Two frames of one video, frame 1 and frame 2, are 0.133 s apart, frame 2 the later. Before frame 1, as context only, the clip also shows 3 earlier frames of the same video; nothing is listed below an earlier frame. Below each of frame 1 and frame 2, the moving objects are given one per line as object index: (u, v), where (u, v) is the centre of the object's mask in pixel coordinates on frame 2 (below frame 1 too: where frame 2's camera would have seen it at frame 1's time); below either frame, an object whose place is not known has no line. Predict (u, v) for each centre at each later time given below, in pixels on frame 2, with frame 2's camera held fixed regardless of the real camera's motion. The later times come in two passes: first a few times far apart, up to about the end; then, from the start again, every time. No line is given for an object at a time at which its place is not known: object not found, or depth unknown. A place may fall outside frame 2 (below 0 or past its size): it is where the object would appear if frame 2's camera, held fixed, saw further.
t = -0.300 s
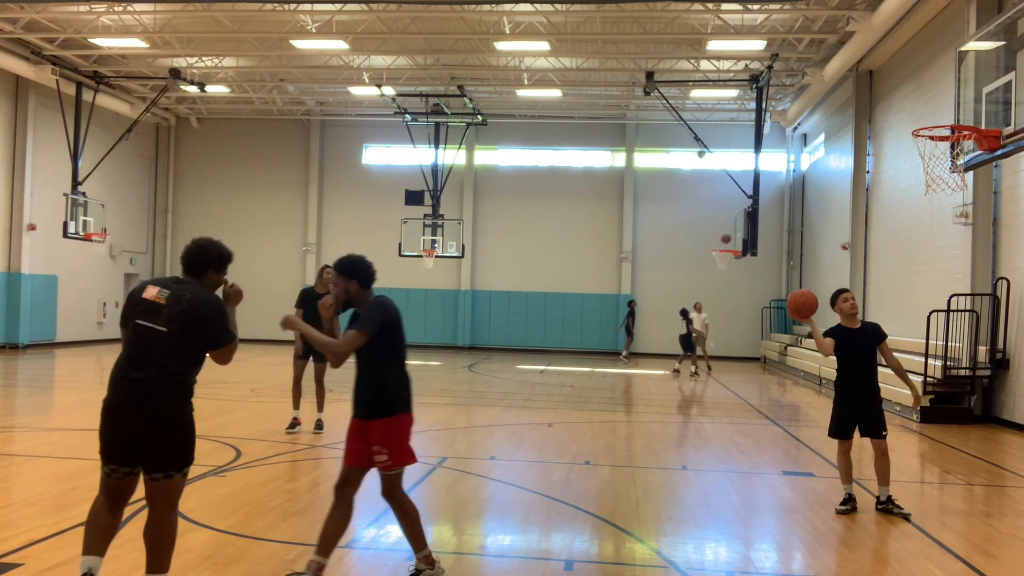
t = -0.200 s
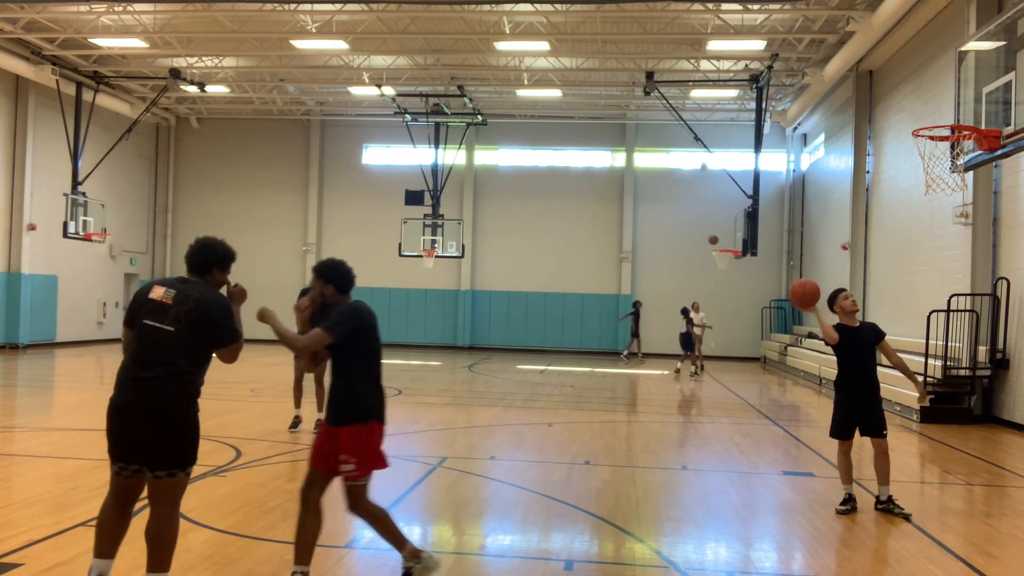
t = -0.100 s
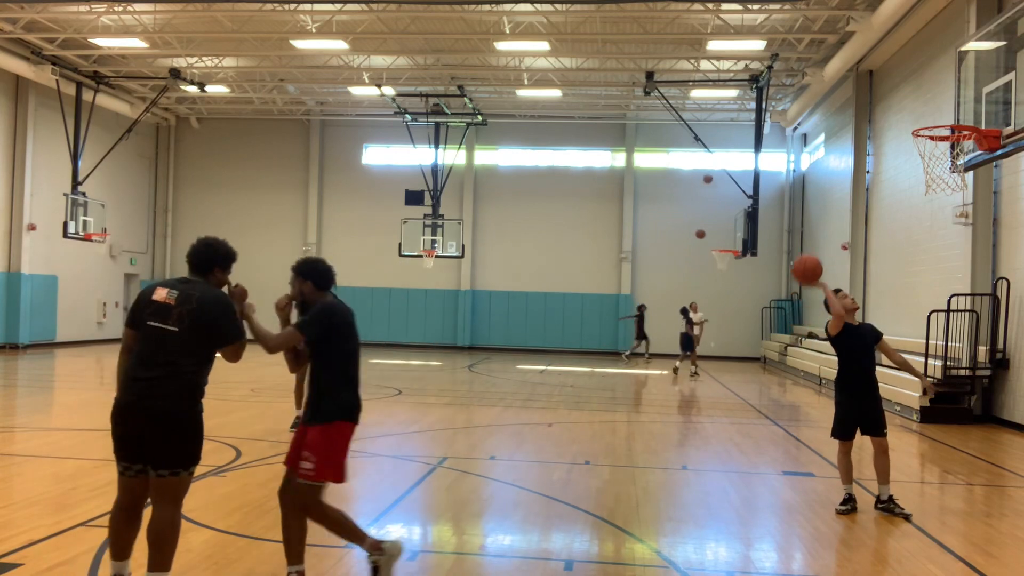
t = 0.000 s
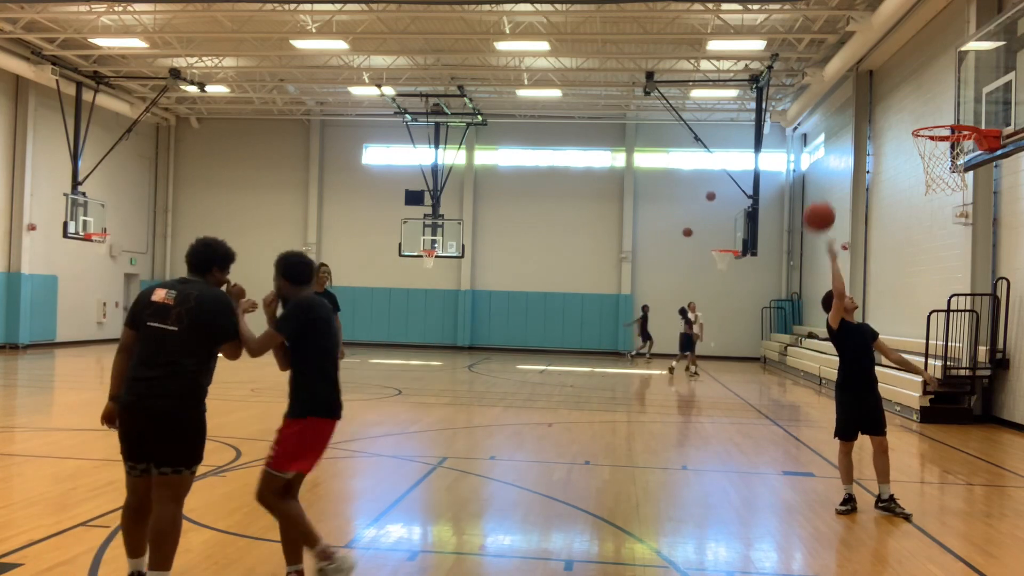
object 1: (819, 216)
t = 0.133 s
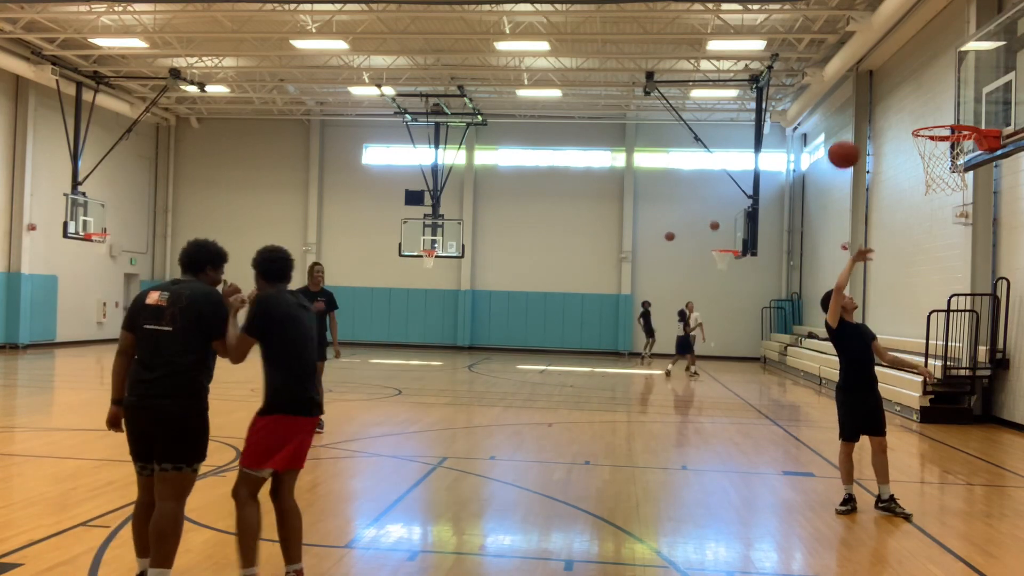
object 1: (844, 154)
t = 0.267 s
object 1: (866, 114)
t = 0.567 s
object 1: (916, 106)
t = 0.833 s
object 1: (917, 125)
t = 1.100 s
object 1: (908, 226)
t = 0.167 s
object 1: (849, 142)
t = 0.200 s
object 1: (855, 132)
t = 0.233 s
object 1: (861, 122)
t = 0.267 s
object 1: (866, 114)
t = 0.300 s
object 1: (872, 108)
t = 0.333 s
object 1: (878, 103)
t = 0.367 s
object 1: (883, 99)
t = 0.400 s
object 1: (889, 97)
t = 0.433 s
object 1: (894, 96)
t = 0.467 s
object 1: (900, 96)
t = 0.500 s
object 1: (905, 98)
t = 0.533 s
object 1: (910, 101)
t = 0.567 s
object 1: (916, 106)
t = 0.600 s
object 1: (921, 112)
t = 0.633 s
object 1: (921, 111)
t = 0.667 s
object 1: (921, 110)
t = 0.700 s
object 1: (920, 110)
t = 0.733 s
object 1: (919, 112)
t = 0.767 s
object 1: (919, 115)
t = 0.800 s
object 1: (918, 119)
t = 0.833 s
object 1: (917, 125)
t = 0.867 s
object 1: (916, 133)
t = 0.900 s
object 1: (915, 141)
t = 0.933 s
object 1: (914, 151)
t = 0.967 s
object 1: (913, 163)
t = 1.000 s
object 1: (912, 177)
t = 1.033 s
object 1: (911, 192)
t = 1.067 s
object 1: (909, 208)
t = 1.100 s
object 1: (908, 226)
